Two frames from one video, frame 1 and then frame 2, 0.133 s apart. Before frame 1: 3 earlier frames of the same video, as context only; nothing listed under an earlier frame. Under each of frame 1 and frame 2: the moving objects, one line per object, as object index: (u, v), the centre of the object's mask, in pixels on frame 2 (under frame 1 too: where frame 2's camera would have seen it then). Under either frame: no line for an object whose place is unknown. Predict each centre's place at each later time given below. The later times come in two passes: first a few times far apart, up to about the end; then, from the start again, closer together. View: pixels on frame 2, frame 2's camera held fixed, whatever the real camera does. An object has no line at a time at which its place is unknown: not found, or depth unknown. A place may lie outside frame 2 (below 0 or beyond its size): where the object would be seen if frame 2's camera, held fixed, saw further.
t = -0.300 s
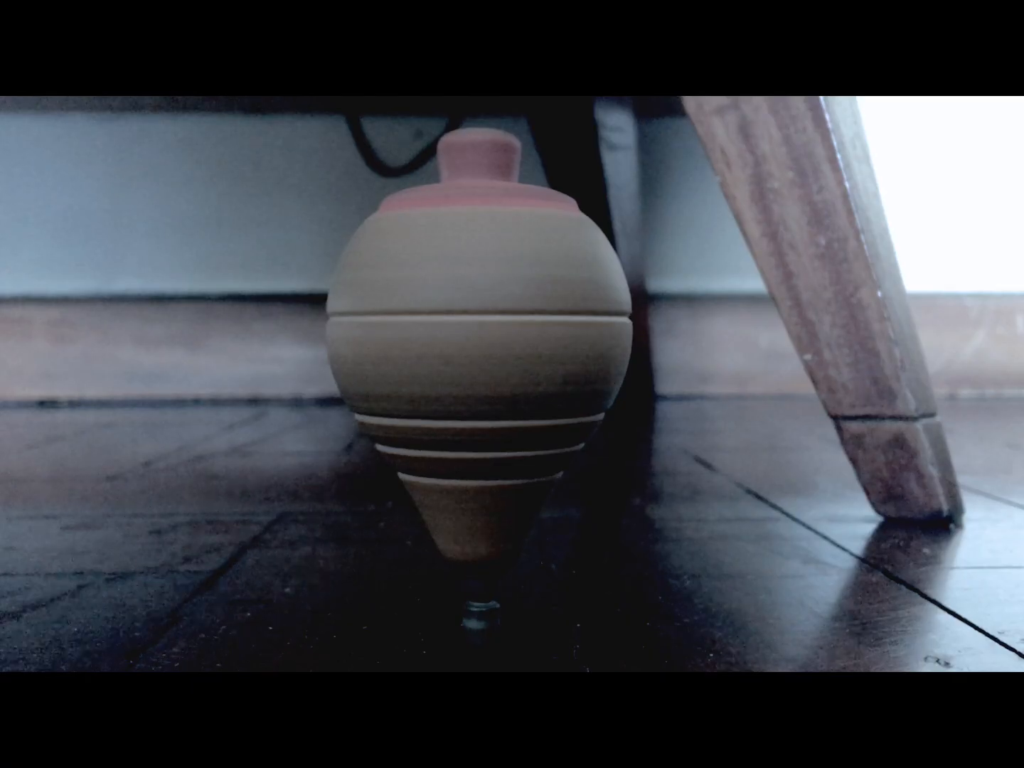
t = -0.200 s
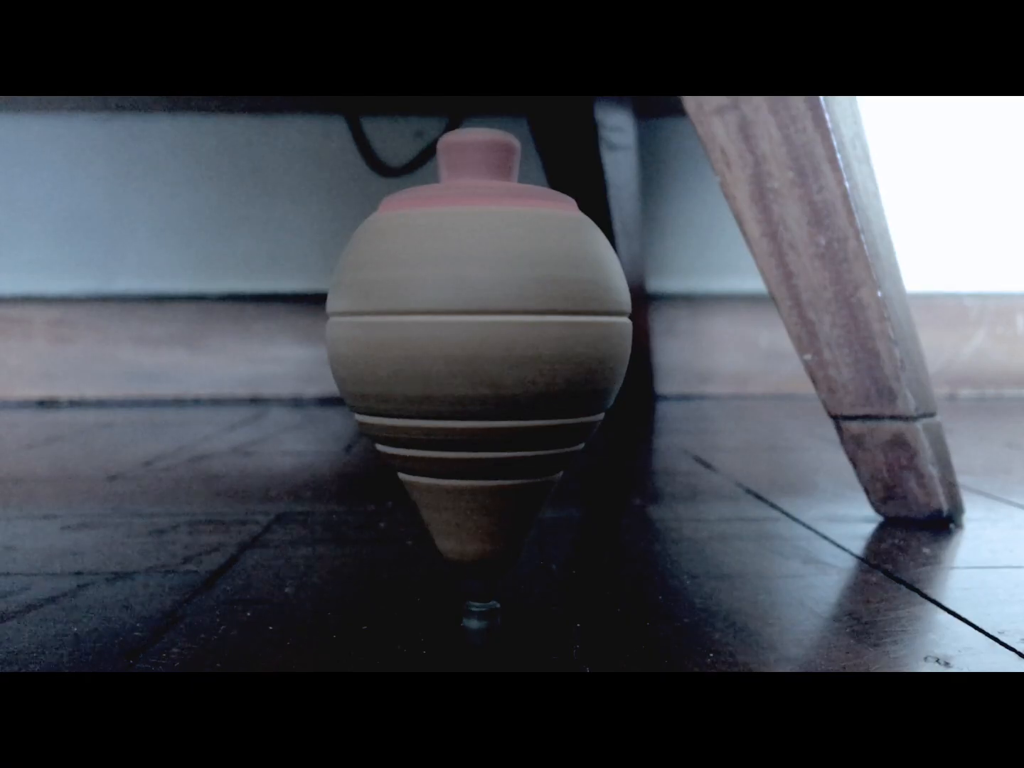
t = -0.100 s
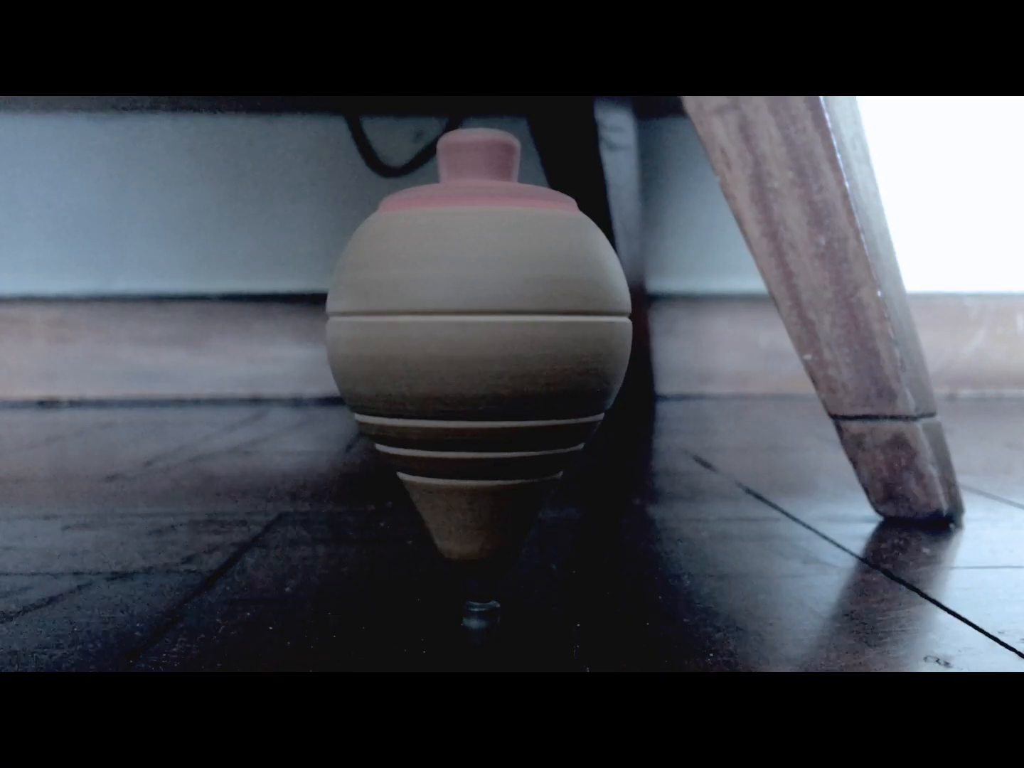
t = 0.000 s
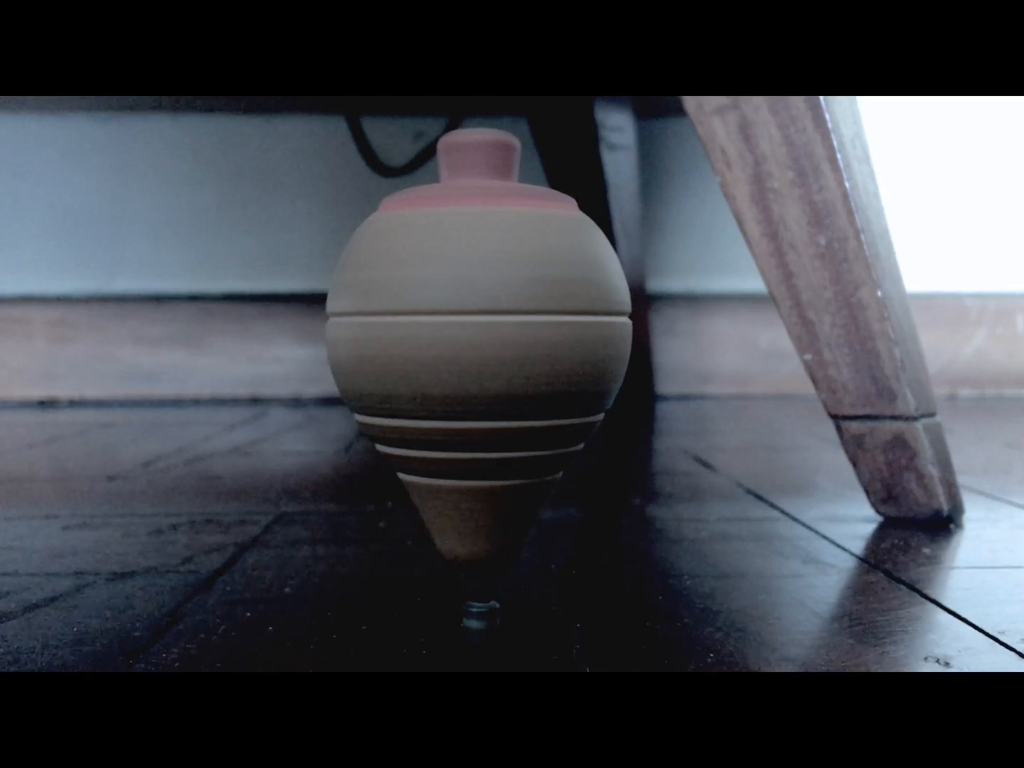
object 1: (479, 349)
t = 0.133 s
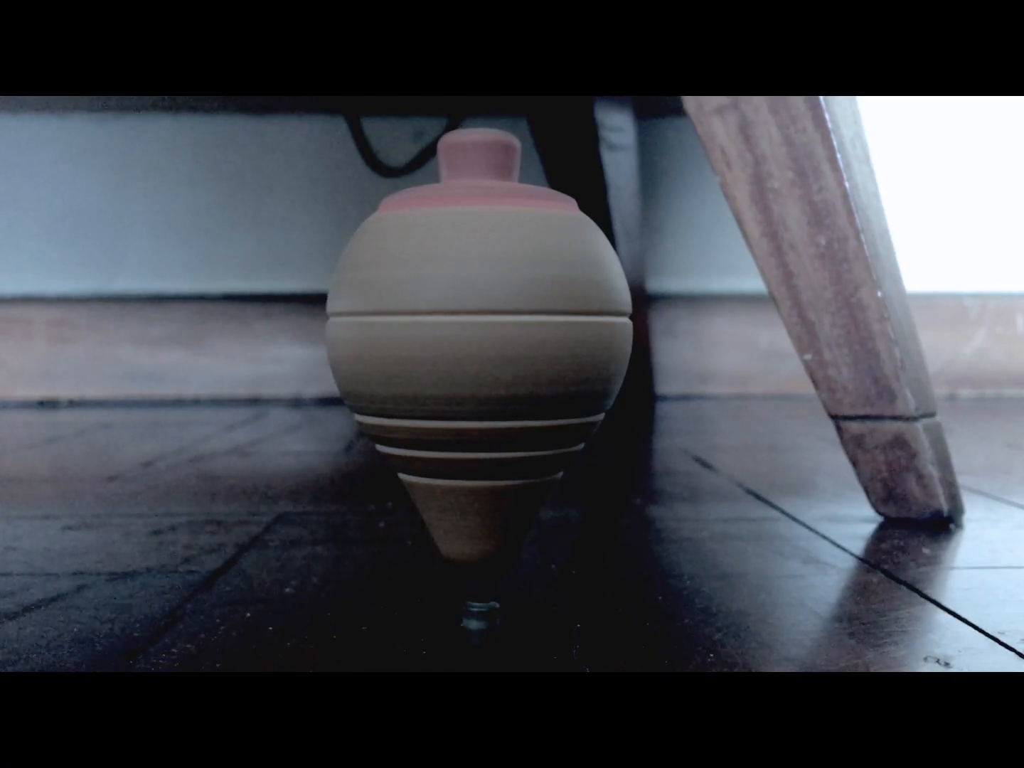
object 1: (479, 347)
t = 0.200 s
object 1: (479, 348)
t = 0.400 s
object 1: (477, 348)
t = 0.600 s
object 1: (477, 349)
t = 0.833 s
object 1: (477, 347)
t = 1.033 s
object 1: (477, 348)
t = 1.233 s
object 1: (477, 348)
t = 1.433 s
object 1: (476, 350)
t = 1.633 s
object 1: (476, 350)
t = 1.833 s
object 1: (476, 349)
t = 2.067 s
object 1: (475, 349)
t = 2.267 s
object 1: (475, 349)
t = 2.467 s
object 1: (478, 349)
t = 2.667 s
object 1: (482, 349)
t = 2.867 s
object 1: (492, 348)
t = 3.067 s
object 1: (504, 348)
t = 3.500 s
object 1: (513, 347)
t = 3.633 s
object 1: (513, 346)
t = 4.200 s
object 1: (529, 349)
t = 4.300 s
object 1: (540, 348)
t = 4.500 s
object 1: (550, 349)
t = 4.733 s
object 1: (558, 349)
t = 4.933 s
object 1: (559, 349)
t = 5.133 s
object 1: (562, 349)
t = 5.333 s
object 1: (573, 350)
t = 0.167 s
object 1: (479, 347)
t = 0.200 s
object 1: (479, 348)
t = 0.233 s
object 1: (479, 348)
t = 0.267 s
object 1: (478, 346)
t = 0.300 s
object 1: (478, 348)
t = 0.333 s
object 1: (477, 347)
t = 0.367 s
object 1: (477, 347)
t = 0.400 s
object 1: (477, 348)
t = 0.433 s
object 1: (477, 349)
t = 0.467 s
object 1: (477, 349)
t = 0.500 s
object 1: (477, 347)
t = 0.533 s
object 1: (477, 349)
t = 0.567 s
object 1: (477, 347)
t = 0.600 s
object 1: (477, 349)
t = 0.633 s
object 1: (477, 347)
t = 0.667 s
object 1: (477, 347)
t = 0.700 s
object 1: (477, 347)
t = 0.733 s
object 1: (476, 349)
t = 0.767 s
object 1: (477, 347)
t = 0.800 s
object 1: (477, 348)
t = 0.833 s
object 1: (477, 347)
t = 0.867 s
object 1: (477, 349)
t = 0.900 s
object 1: (476, 348)
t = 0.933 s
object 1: (477, 349)
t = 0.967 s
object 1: (476, 347)
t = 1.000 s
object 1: (477, 348)
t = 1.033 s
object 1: (477, 348)
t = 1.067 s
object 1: (477, 348)
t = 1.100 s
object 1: (477, 348)
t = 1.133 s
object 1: (477, 348)
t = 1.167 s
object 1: (477, 349)
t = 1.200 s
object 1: (477, 348)
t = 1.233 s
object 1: (477, 348)
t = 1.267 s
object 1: (477, 348)
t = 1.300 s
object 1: (477, 348)
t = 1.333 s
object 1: (477, 349)
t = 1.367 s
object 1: (476, 350)
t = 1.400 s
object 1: (476, 349)
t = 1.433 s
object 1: (476, 350)
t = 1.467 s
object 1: (476, 350)
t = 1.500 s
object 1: (476, 349)
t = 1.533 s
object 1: (476, 349)
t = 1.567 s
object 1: (476, 350)
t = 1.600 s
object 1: (476, 350)
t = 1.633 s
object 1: (476, 350)
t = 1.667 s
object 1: (476, 350)
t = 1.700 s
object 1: (476, 349)
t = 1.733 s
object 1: (476, 349)
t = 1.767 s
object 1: (476, 349)
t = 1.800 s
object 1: (476, 349)
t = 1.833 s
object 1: (476, 349)
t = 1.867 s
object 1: (476, 349)
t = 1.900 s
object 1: (476, 349)
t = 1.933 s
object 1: (476, 350)
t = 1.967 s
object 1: (476, 349)
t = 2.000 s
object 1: (475, 349)
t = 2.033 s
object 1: (474, 349)
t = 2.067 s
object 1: (475, 349)
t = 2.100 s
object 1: (475, 349)
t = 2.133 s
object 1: (476, 349)
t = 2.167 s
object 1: (477, 349)
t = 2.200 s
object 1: (477, 349)
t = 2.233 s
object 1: (476, 349)
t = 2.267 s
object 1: (475, 349)
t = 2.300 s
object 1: (473, 349)
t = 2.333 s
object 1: (472, 349)
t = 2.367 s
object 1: (472, 349)
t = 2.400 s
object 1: (474, 349)
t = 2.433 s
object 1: (476, 349)
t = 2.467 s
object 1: (478, 349)
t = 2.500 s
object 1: (478, 349)
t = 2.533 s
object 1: (479, 349)
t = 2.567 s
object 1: (480, 349)
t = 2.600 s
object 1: (480, 349)
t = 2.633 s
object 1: (481, 349)
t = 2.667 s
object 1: (482, 349)
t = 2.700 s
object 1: (483, 349)
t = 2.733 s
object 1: (485, 348)
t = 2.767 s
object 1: (488, 348)
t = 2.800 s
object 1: (490, 348)
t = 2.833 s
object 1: (491, 348)
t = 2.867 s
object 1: (492, 348)
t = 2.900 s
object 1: (495, 348)
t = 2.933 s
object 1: (498, 349)
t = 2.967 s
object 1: (499, 349)
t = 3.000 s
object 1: (500, 348)
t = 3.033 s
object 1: (502, 348)
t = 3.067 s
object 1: (504, 348)
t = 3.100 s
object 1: (507, 347)
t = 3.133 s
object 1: (510, 348)
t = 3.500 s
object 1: (513, 347)
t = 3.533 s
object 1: (512, 347)
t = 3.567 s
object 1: (512, 347)
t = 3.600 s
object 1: (513, 346)
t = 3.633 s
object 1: (513, 346)
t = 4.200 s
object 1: (529, 349)
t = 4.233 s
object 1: (532, 345)
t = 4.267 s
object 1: (533, 344)
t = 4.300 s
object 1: (540, 348)
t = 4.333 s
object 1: (544, 349)
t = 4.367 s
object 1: (547, 349)
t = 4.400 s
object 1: (549, 349)
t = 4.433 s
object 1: (549, 349)
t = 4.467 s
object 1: (550, 348)
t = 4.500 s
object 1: (550, 349)
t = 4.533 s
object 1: (551, 349)
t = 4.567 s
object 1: (552, 349)
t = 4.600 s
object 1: (553, 349)
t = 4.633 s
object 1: (554, 349)
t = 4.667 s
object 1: (556, 349)
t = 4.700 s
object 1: (557, 349)
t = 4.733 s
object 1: (558, 349)
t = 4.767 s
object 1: (558, 349)
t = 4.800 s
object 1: (558, 349)
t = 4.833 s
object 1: (559, 349)
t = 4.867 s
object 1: (559, 349)
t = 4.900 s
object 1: (559, 349)
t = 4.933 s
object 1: (559, 349)
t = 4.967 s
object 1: (560, 349)
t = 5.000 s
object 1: (561, 349)
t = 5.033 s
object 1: (562, 349)
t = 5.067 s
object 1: (562, 349)
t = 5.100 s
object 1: (562, 349)
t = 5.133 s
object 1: (562, 349)
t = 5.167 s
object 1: (563, 348)
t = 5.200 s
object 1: (564, 349)
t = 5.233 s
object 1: (565, 349)
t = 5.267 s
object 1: (568, 350)
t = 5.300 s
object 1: (571, 349)
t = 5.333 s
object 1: (573, 350)
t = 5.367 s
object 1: (575, 349)
